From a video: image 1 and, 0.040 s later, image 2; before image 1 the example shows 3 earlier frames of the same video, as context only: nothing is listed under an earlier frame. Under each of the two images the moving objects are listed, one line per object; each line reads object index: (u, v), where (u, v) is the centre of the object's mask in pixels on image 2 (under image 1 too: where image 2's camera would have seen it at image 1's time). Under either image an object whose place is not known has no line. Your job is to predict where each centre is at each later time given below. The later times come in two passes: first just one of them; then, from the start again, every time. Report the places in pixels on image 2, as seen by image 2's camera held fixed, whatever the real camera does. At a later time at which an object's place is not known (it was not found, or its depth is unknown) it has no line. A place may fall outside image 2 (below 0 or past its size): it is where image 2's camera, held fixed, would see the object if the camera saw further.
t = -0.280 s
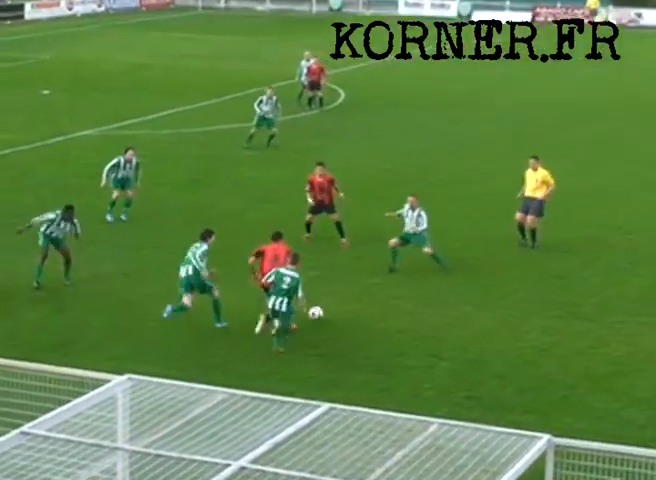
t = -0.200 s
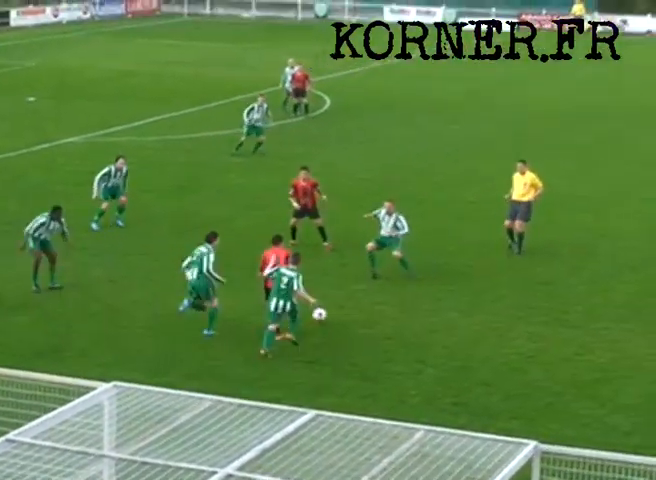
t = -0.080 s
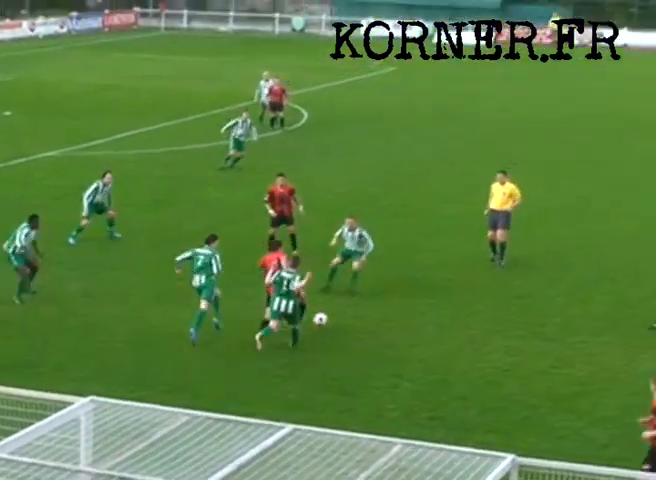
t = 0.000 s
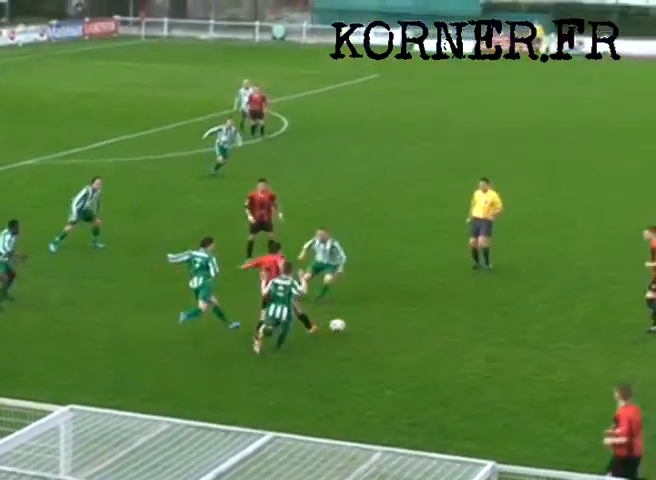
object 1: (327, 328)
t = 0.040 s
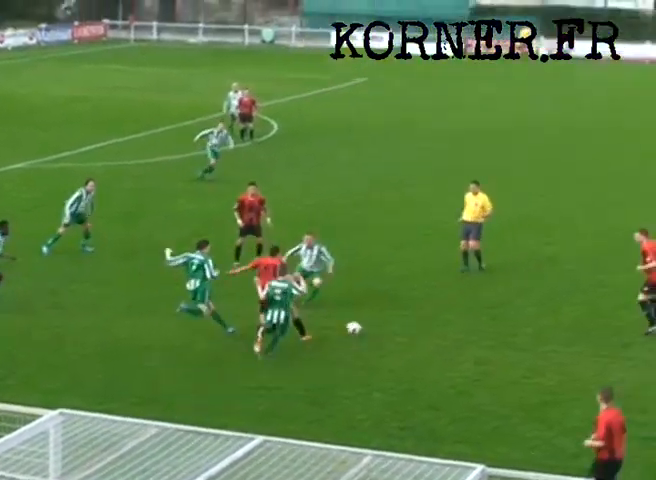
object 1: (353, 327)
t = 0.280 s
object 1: (483, 317)
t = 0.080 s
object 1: (377, 324)
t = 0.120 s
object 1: (400, 322)
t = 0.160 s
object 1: (423, 321)
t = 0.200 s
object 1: (445, 320)
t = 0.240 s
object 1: (464, 318)
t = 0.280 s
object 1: (483, 317)
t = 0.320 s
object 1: (502, 315)
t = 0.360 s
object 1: (520, 315)
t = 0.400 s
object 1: (537, 313)
